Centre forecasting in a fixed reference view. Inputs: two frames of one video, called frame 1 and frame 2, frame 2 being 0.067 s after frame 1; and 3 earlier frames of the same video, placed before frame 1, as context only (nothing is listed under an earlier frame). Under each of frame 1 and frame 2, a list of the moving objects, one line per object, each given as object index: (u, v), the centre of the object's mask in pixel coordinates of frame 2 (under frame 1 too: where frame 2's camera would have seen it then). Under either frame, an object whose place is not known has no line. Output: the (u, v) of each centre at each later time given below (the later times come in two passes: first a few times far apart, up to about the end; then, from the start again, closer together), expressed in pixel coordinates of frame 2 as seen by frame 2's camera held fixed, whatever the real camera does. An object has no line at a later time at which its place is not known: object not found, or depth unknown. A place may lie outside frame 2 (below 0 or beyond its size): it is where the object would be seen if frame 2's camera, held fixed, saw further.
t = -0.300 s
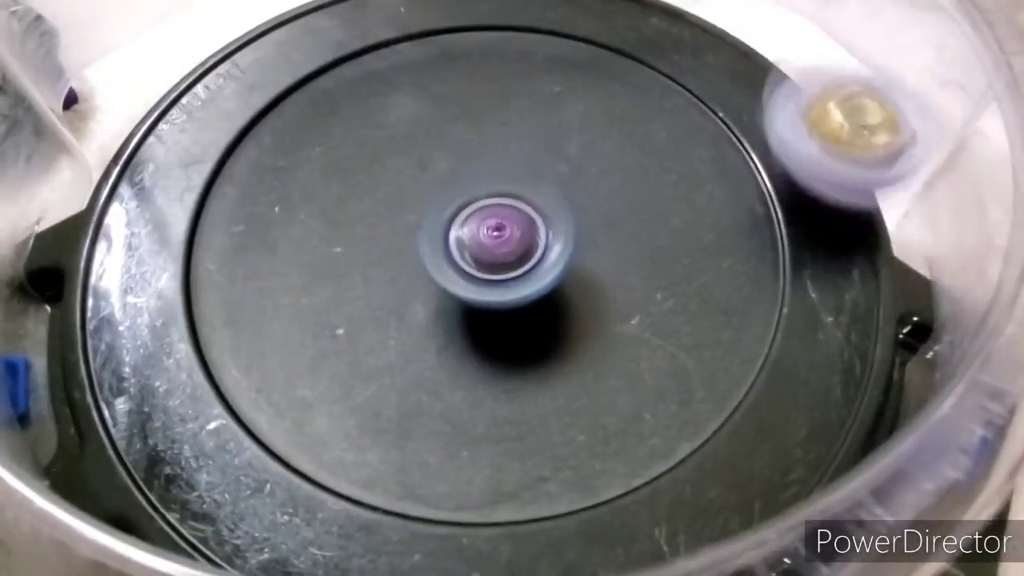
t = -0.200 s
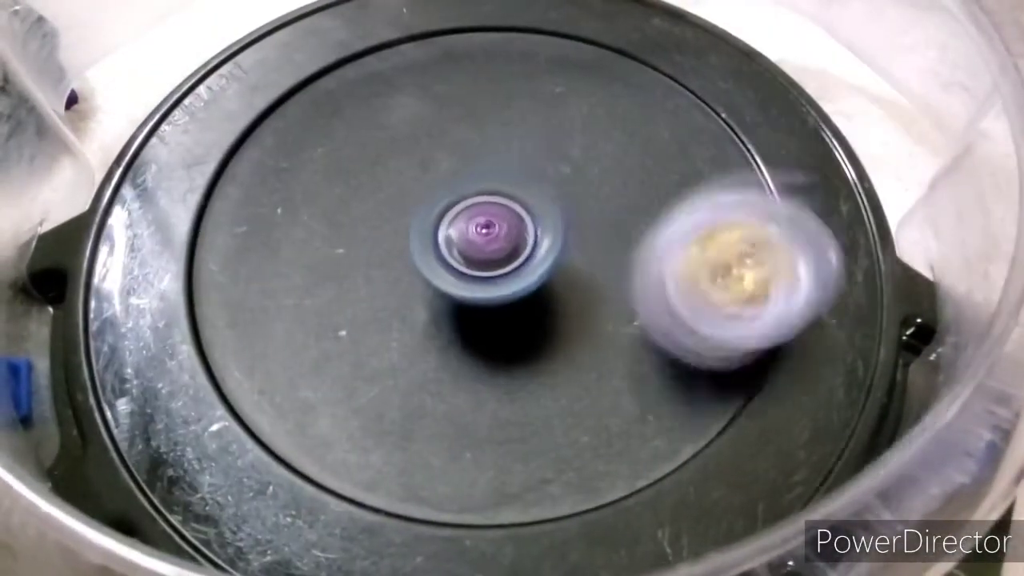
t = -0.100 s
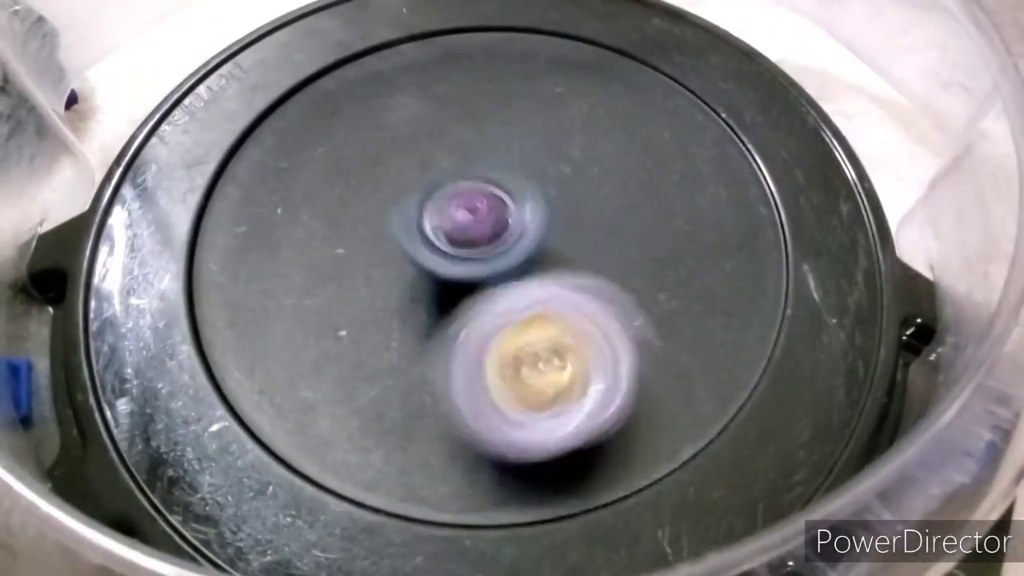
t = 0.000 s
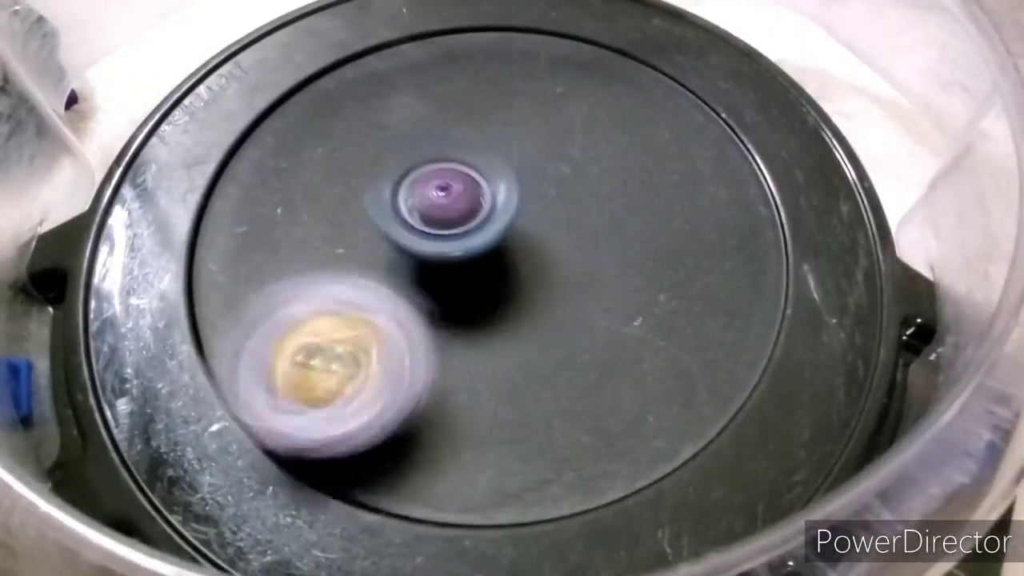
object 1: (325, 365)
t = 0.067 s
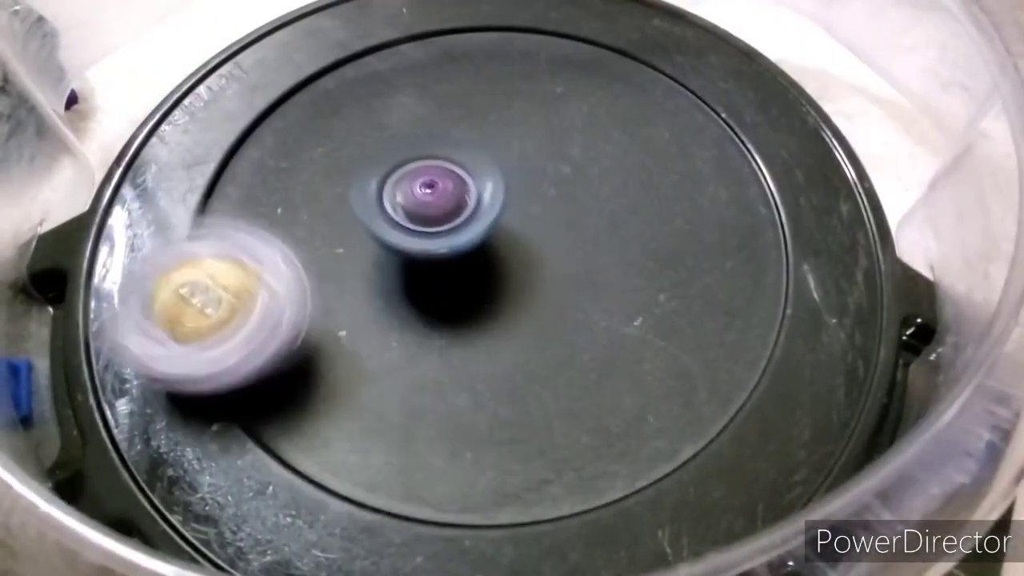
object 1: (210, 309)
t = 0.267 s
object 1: (263, 79)
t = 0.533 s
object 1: (587, 92)
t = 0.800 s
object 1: (758, 308)
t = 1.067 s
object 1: (552, 383)
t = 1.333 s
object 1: (569, 165)
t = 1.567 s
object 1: (774, 278)
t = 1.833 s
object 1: (507, 488)
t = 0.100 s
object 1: (167, 268)
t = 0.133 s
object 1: (170, 216)
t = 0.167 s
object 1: (192, 178)
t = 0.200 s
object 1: (211, 142)
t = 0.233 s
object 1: (235, 108)
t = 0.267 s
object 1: (263, 79)
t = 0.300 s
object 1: (298, 55)
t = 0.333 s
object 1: (334, 42)
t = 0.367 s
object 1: (375, 37)
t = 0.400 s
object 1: (422, 37)
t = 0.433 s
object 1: (467, 42)
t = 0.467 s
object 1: (509, 51)
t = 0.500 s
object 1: (549, 70)
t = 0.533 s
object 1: (587, 92)
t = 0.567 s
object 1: (643, 96)
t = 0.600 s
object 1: (695, 104)
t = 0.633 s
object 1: (739, 121)
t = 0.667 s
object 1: (776, 147)
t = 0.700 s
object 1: (789, 184)
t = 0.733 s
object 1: (783, 226)
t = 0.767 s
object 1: (771, 267)
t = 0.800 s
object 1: (758, 308)
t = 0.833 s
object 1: (731, 352)
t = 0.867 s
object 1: (692, 383)
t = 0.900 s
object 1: (675, 420)
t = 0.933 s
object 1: (703, 469)
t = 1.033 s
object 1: (584, 412)
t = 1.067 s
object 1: (552, 383)
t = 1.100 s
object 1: (525, 353)
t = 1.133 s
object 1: (502, 316)
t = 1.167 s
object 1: (485, 272)
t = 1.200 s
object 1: (479, 236)
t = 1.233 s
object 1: (480, 204)
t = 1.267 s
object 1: (489, 174)
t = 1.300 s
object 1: (518, 160)
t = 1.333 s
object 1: (569, 165)
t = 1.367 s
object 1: (619, 174)
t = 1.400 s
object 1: (663, 185)
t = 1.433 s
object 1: (701, 198)
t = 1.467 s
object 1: (741, 215)
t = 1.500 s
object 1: (777, 236)
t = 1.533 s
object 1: (797, 258)
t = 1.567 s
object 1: (774, 278)
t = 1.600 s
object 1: (740, 301)
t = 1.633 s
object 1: (702, 312)
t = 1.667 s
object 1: (671, 323)
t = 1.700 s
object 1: (638, 328)
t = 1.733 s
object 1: (604, 322)
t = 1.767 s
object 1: (581, 355)
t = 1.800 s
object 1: (545, 447)
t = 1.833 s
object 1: (507, 488)
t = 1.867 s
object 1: (457, 517)
